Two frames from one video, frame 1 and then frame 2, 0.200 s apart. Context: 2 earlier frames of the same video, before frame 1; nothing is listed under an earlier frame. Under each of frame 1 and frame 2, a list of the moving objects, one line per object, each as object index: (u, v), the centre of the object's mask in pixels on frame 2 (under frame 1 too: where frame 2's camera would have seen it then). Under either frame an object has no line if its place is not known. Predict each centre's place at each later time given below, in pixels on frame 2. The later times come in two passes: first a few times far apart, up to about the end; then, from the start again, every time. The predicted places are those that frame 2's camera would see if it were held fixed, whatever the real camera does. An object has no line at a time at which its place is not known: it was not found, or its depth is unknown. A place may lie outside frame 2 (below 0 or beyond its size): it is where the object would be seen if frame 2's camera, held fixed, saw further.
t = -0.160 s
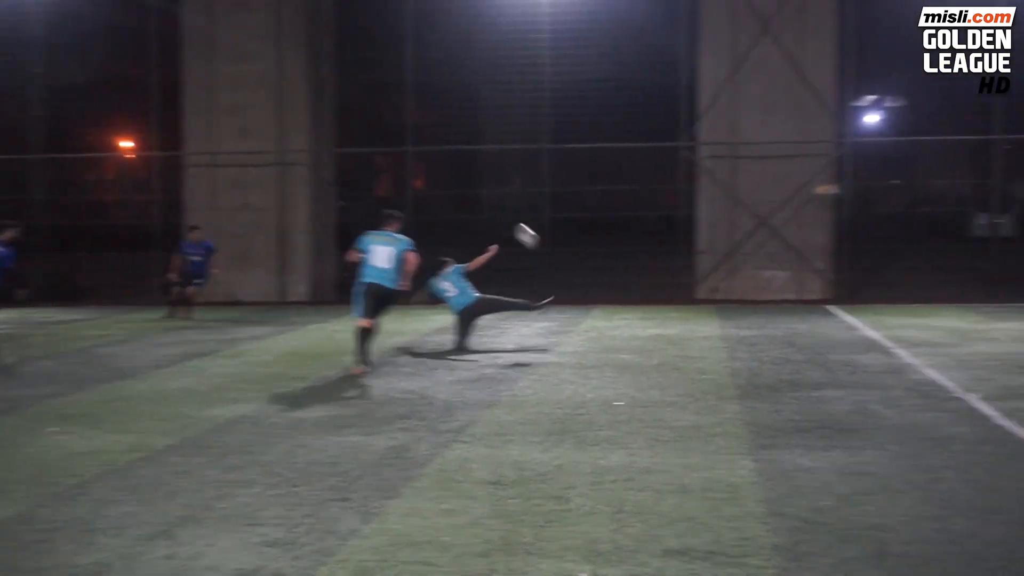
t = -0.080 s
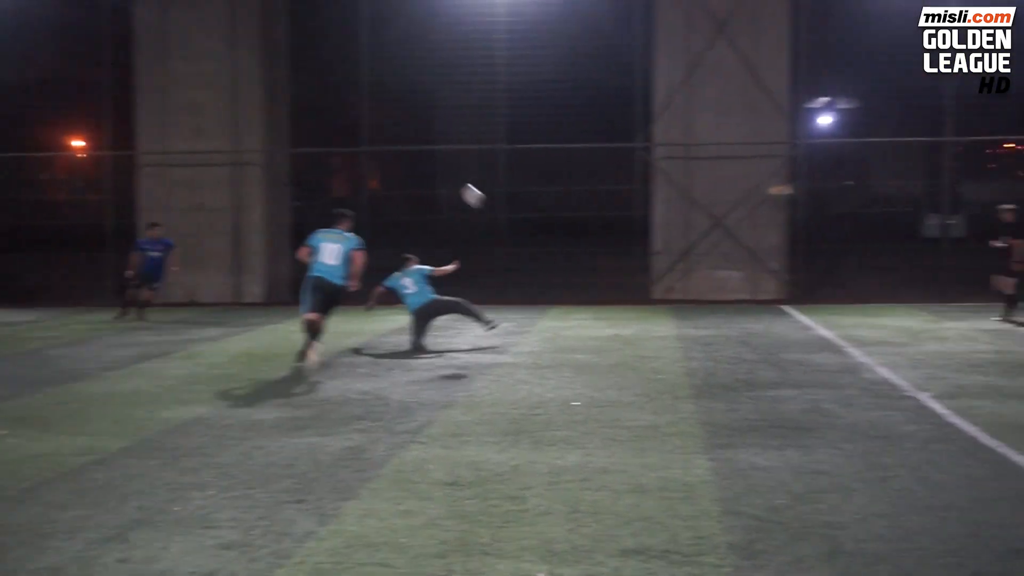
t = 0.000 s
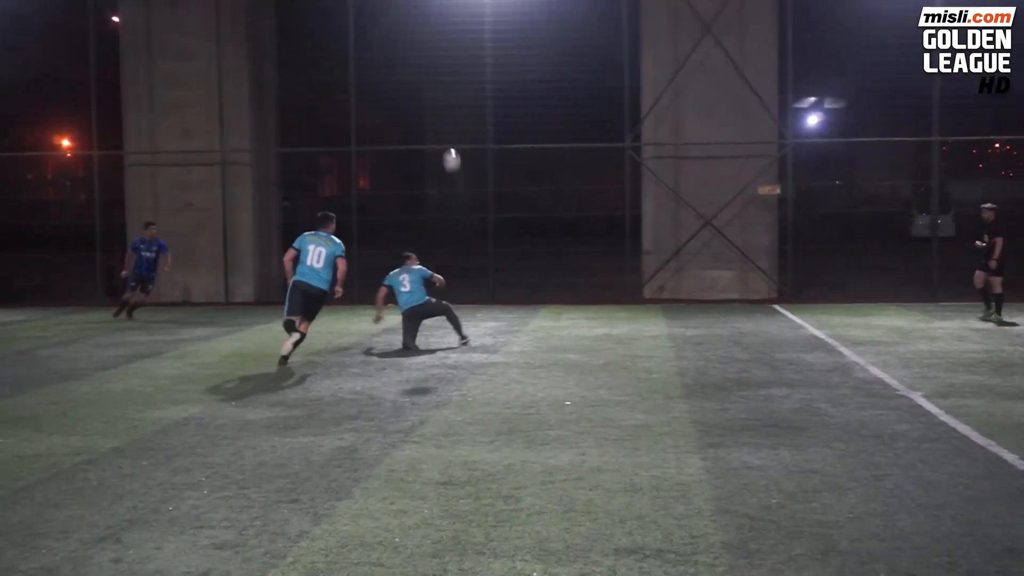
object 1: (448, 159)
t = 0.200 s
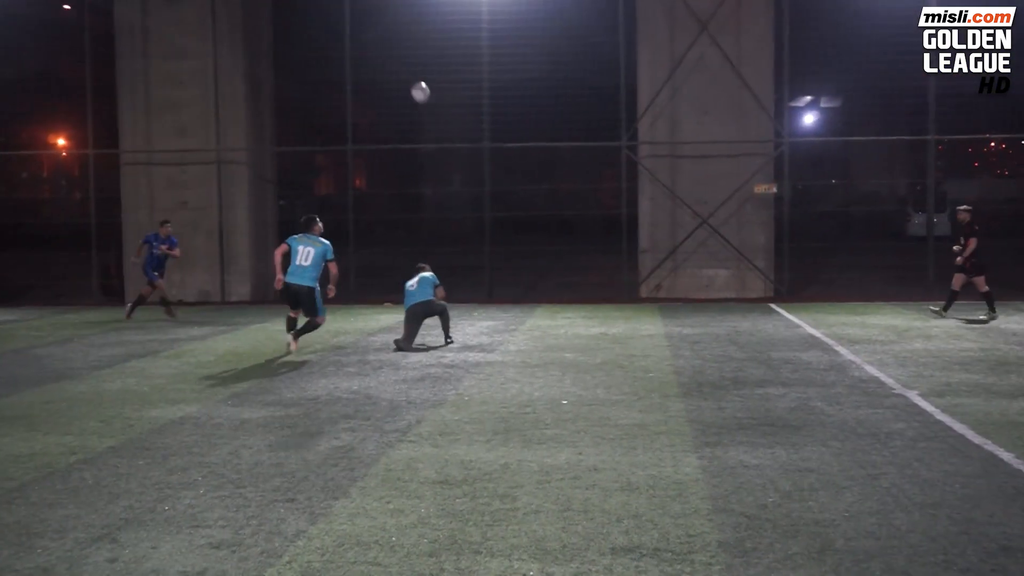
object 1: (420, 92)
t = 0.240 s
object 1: (415, 83)
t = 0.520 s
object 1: (376, 51)
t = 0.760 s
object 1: (346, 74)
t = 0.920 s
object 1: (326, 117)
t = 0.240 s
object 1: (415, 83)
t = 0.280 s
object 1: (410, 74)
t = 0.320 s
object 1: (404, 67)
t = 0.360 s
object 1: (398, 61)
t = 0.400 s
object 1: (392, 56)
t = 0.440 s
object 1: (387, 53)
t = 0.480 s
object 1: (381, 51)
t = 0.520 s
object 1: (376, 51)
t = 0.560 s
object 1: (370, 51)
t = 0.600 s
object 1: (365, 53)
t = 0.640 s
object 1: (360, 56)
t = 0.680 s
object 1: (355, 60)
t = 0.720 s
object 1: (351, 67)
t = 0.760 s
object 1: (346, 74)
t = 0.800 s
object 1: (341, 83)
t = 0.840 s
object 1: (336, 92)
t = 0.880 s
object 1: (331, 104)
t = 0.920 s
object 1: (326, 117)
